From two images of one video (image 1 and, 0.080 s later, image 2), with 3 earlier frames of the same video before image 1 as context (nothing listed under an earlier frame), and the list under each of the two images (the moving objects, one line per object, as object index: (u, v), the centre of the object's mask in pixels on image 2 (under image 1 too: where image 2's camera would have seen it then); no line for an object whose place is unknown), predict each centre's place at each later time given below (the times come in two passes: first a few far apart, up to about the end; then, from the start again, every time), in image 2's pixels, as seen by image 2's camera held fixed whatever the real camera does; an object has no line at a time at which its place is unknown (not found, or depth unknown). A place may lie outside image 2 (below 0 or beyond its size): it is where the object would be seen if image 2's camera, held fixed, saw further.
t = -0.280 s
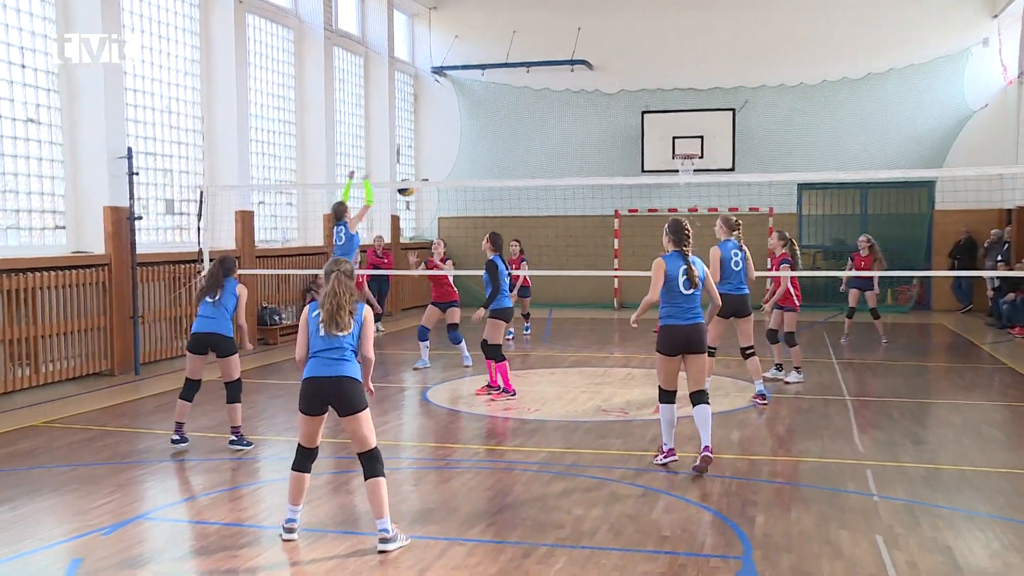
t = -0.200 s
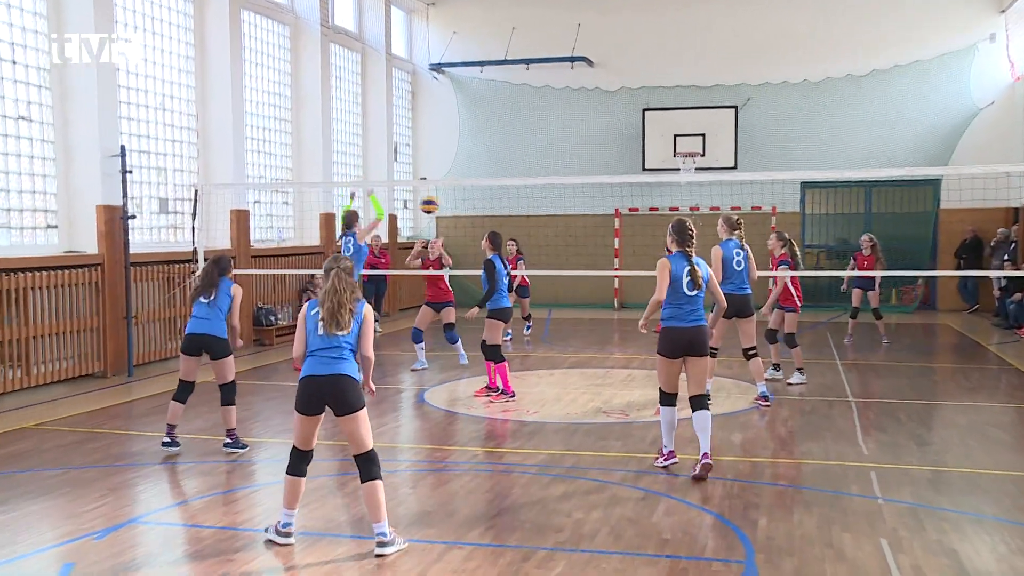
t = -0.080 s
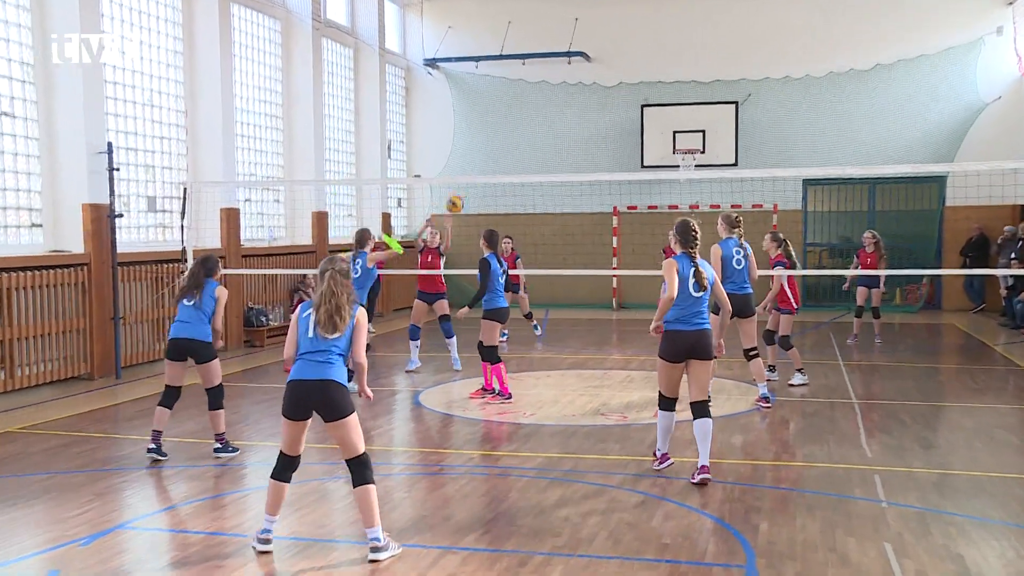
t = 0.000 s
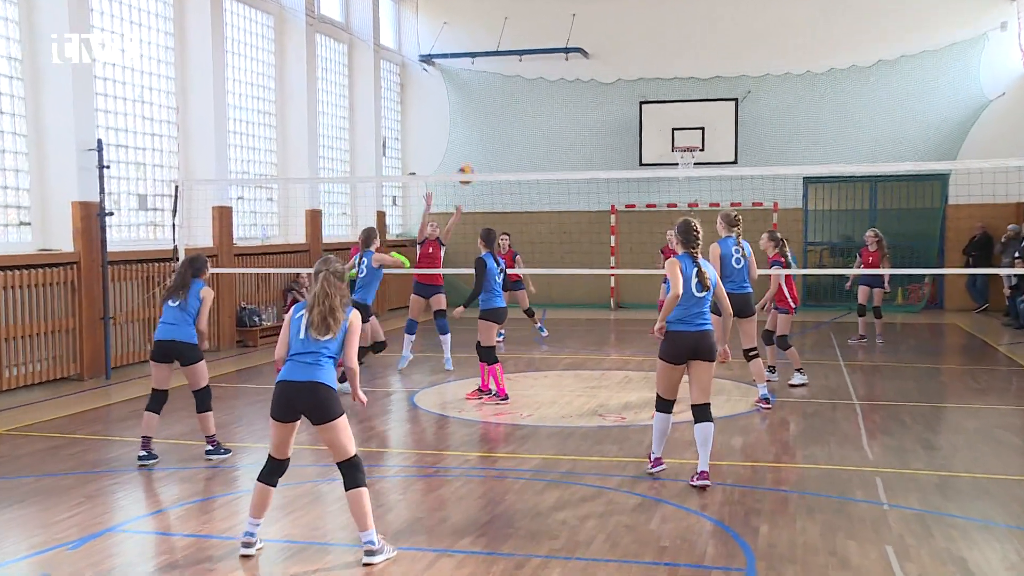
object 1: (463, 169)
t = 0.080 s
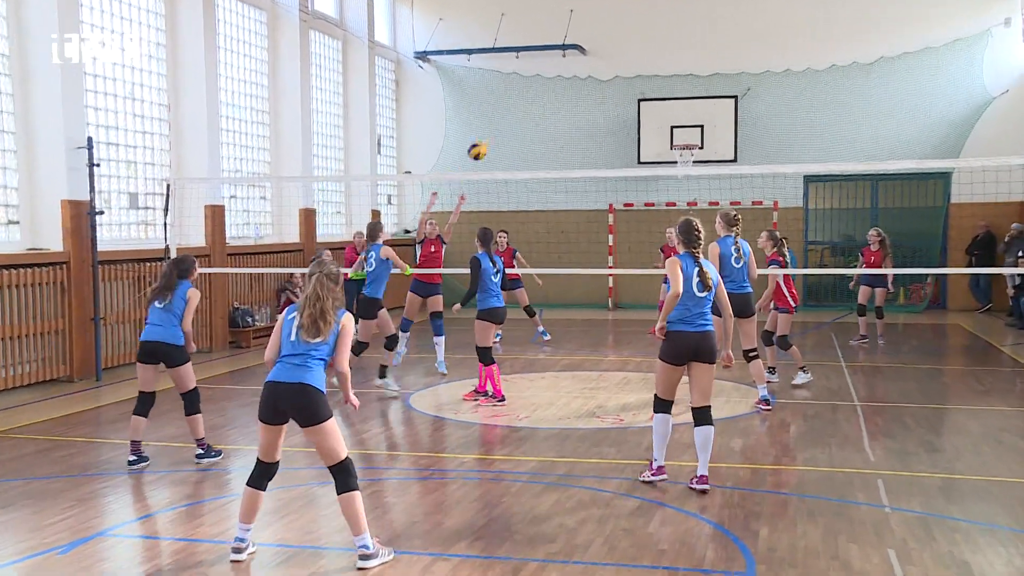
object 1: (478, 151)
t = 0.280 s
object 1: (515, 113)
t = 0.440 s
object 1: (548, 110)
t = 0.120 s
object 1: (485, 141)
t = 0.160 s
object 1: (492, 131)
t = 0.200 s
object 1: (500, 124)
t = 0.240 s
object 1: (508, 119)
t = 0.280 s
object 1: (515, 113)
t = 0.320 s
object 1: (524, 110)
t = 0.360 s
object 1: (532, 108)
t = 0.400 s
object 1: (540, 108)
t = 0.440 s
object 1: (548, 110)
